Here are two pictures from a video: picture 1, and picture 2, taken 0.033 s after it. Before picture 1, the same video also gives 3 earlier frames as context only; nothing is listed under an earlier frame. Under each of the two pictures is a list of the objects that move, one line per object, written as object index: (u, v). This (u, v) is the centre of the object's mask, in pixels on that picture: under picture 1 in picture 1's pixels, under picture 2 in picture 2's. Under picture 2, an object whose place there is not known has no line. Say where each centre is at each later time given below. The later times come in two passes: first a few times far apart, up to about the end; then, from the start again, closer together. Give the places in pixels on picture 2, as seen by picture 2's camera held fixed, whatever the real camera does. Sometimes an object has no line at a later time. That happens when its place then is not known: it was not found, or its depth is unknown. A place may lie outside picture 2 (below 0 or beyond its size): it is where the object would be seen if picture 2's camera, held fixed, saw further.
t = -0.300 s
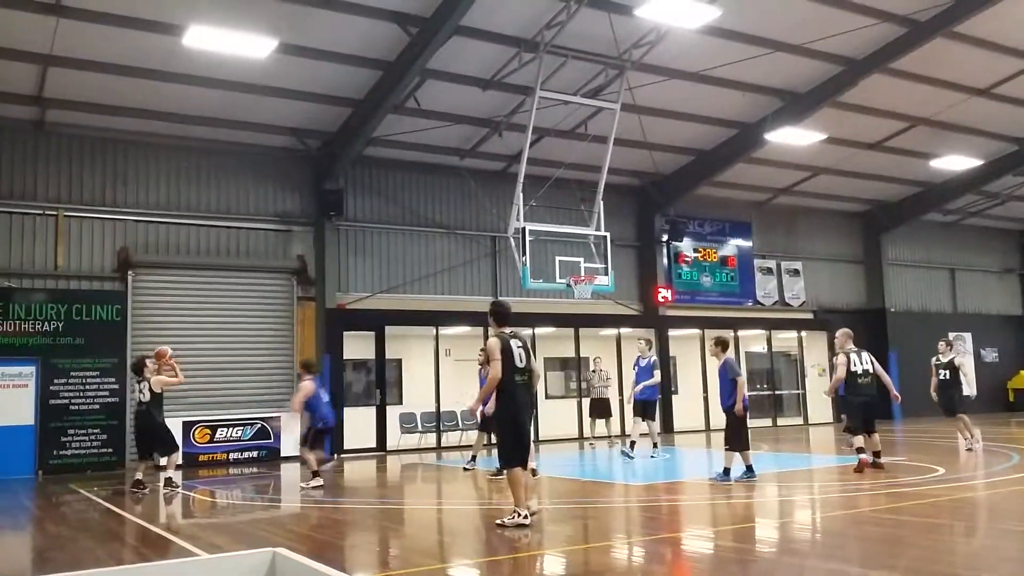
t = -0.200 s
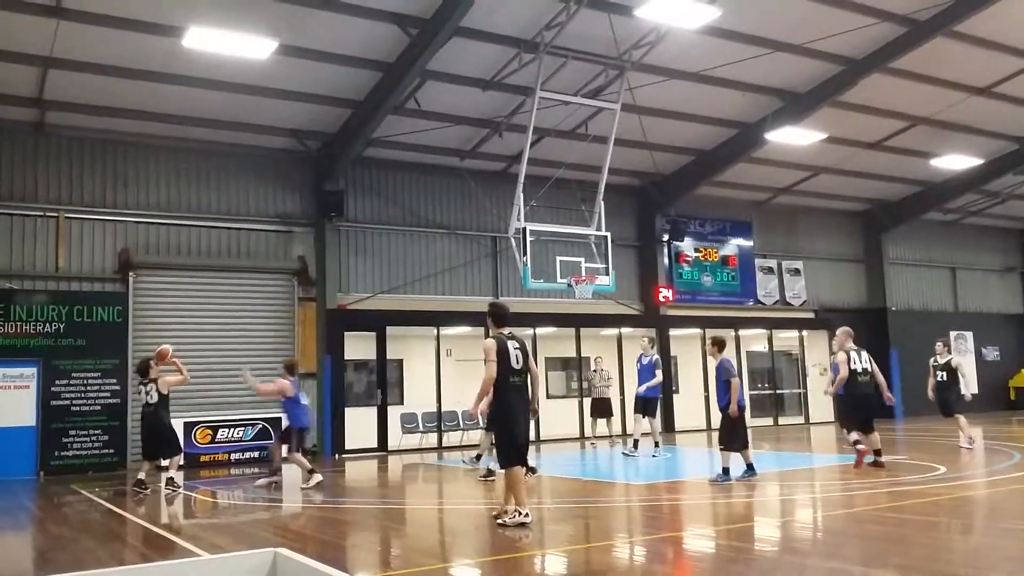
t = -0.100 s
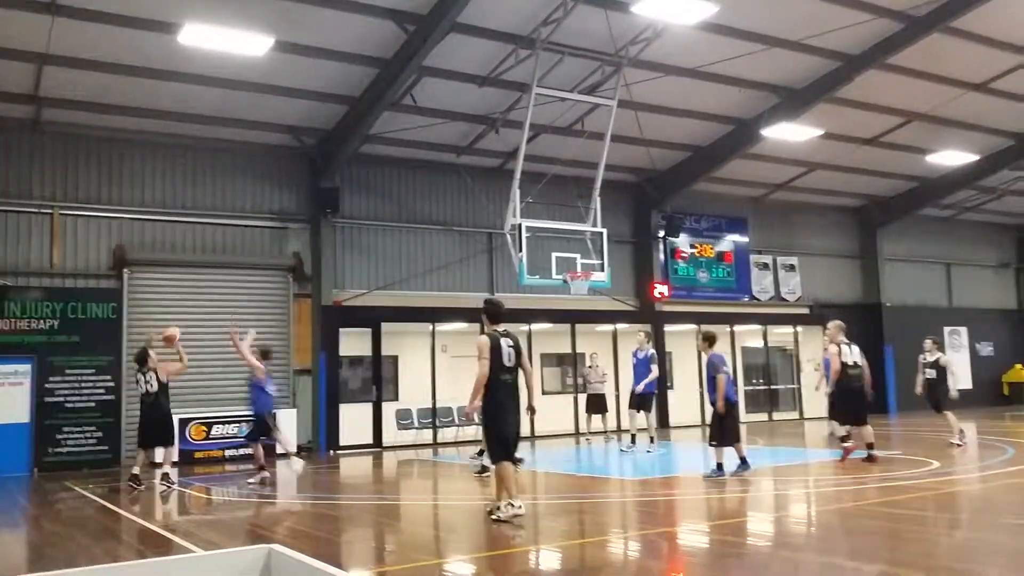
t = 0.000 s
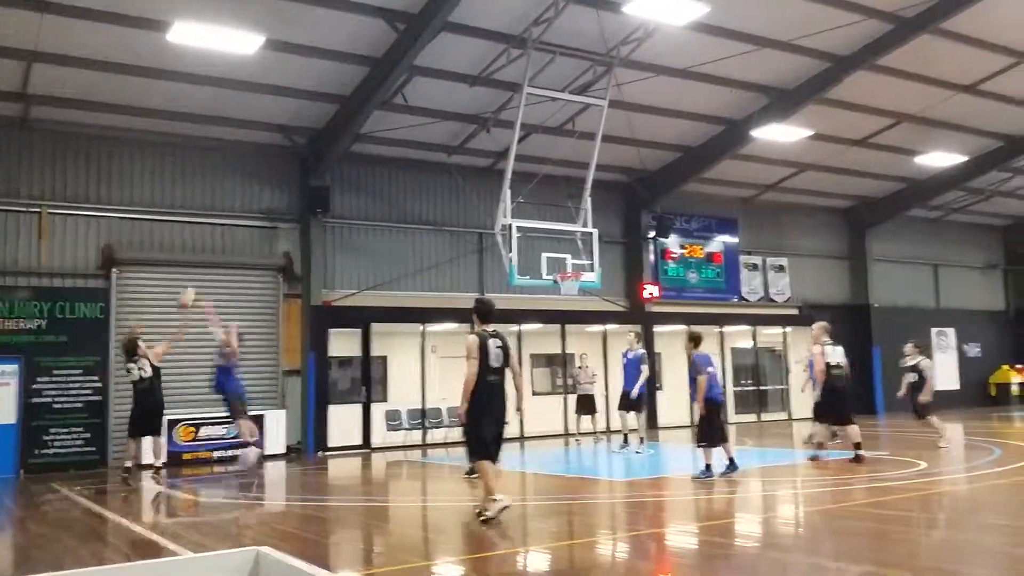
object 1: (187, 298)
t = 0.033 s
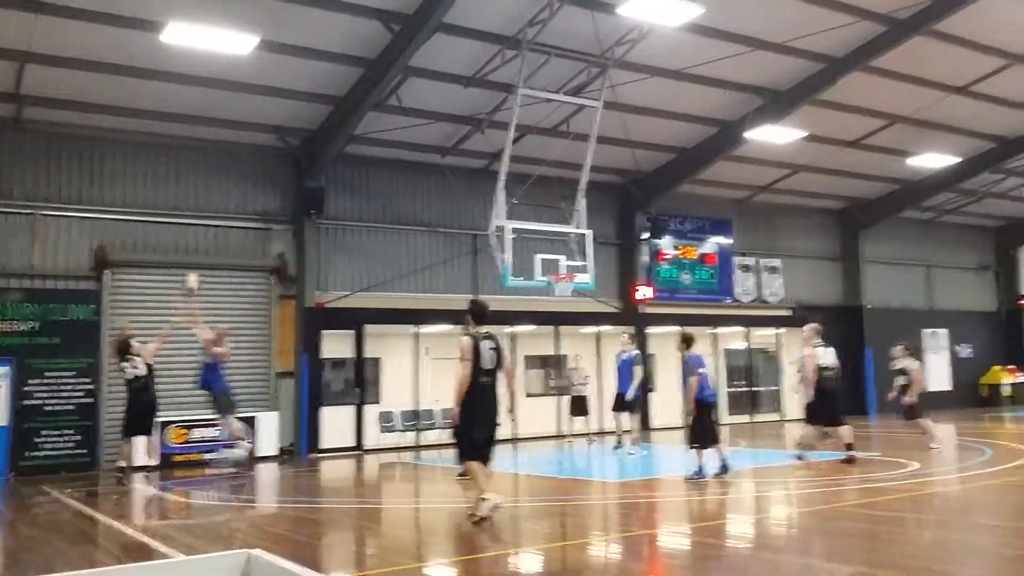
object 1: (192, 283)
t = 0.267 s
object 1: (269, 200)
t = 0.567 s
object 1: (354, 154)
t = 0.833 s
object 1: (424, 160)
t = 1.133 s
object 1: (497, 211)
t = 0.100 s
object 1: (214, 255)
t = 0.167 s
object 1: (236, 230)
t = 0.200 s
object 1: (249, 218)
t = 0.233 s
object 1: (259, 210)
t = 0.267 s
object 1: (269, 200)
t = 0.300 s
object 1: (279, 192)
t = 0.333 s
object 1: (289, 186)
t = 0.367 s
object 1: (298, 180)
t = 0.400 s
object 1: (308, 174)
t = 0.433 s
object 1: (317, 169)
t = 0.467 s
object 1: (327, 163)
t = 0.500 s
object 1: (337, 159)
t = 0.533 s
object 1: (345, 157)
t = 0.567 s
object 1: (354, 154)
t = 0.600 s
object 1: (363, 153)
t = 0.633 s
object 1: (374, 151)
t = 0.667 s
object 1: (381, 151)
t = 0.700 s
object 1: (390, 152)
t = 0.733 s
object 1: (398, 152)
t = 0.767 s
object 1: (407, 153)
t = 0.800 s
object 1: (415, 157)
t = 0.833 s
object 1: (424, 160)
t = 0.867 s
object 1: (433, 163)
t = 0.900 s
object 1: (441, 166)
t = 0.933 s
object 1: (449, 172)
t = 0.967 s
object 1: (457, 177)
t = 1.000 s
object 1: (465, 182)
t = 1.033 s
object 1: (474, 187)
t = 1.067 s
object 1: (482, 194)
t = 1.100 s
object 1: (489, 202)
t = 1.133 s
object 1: (497, 211)
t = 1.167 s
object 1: (505, 219)
